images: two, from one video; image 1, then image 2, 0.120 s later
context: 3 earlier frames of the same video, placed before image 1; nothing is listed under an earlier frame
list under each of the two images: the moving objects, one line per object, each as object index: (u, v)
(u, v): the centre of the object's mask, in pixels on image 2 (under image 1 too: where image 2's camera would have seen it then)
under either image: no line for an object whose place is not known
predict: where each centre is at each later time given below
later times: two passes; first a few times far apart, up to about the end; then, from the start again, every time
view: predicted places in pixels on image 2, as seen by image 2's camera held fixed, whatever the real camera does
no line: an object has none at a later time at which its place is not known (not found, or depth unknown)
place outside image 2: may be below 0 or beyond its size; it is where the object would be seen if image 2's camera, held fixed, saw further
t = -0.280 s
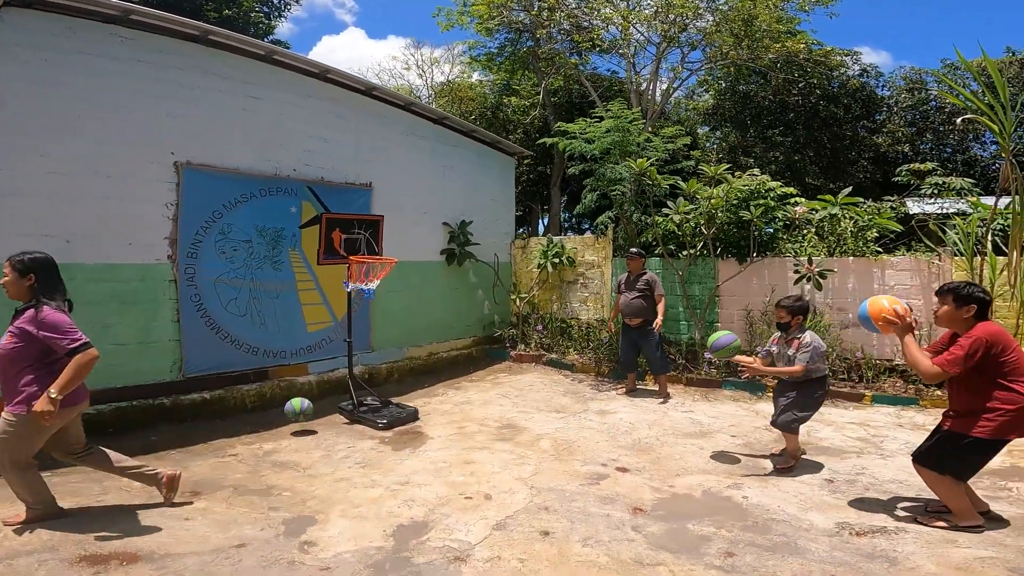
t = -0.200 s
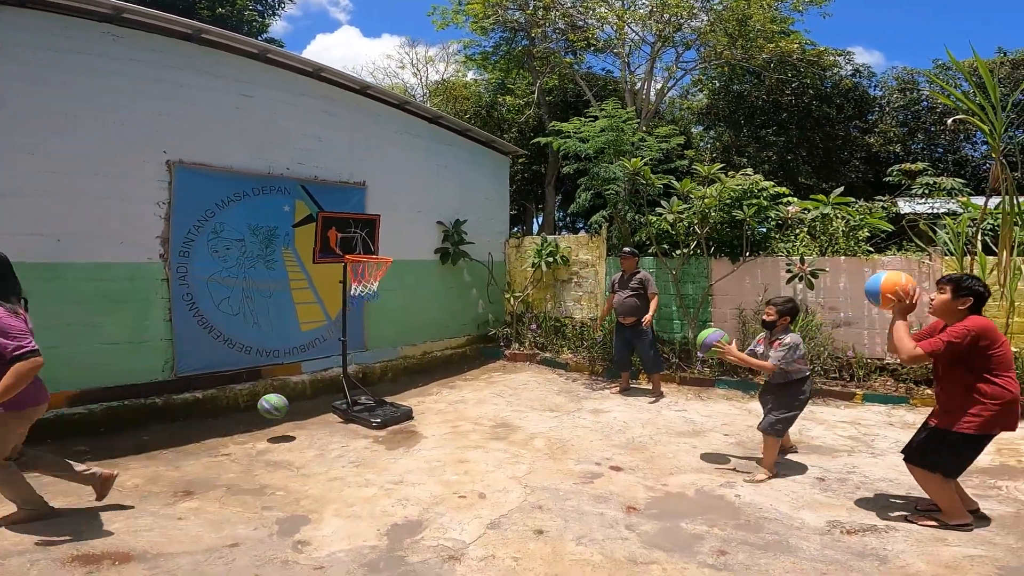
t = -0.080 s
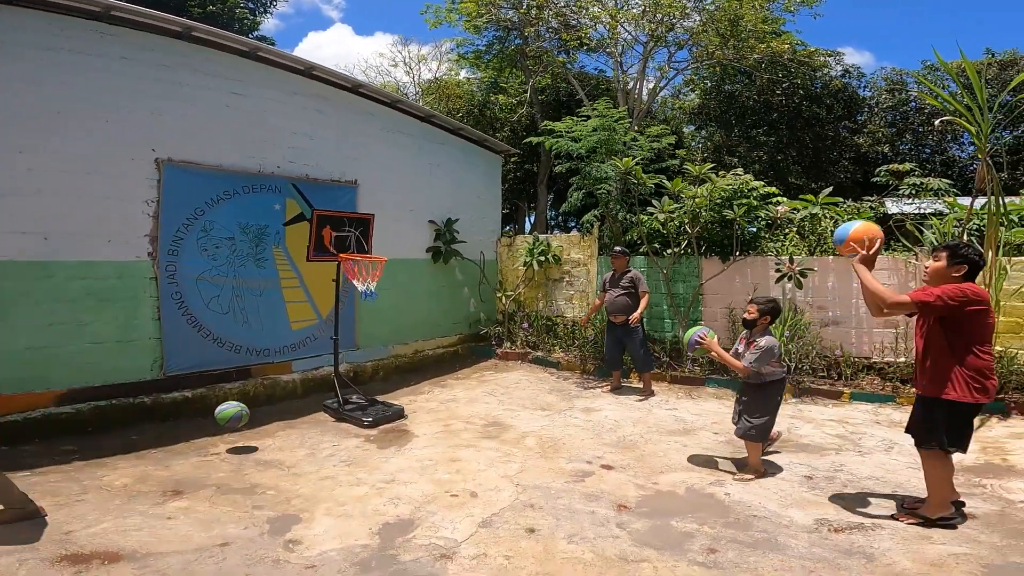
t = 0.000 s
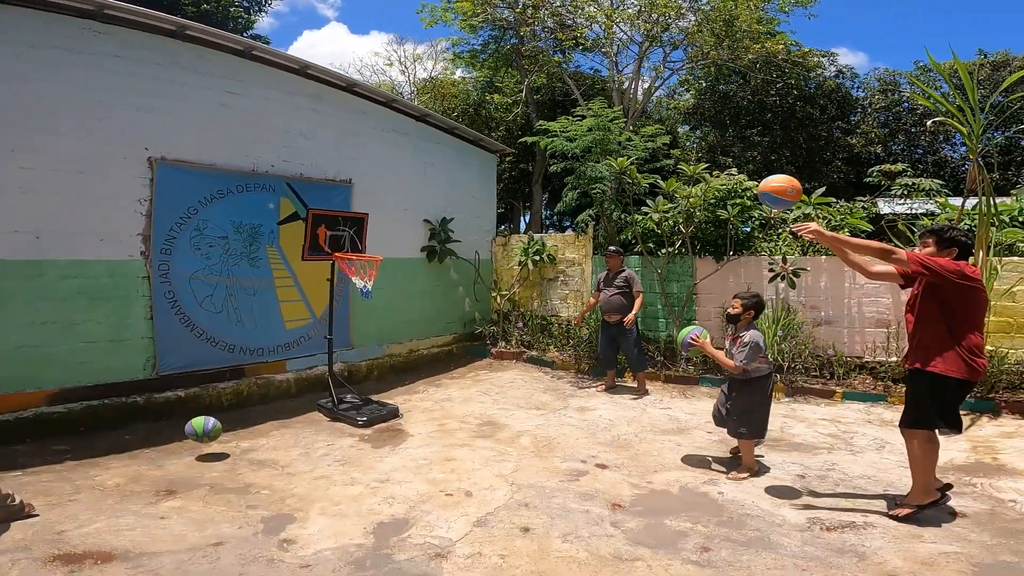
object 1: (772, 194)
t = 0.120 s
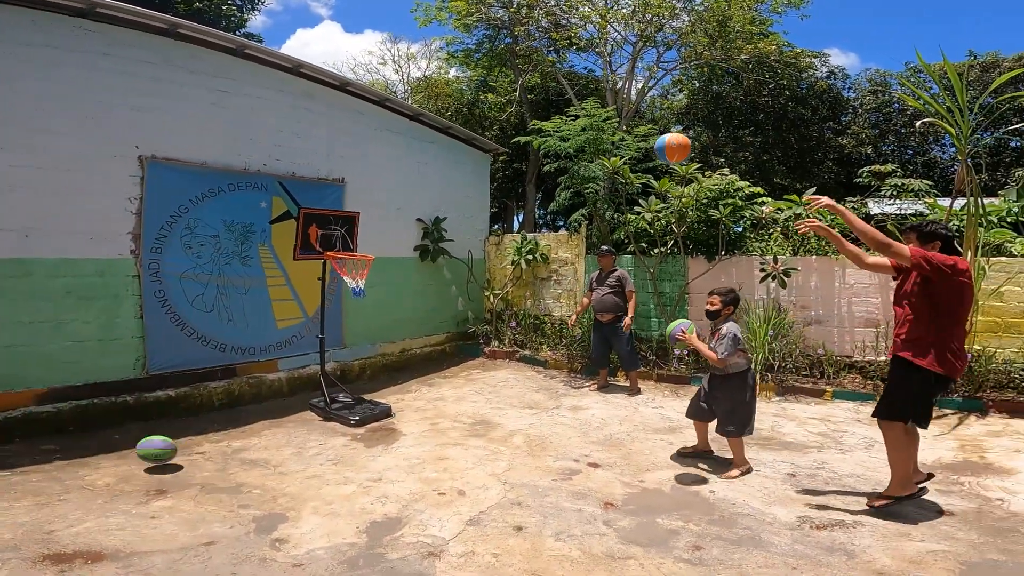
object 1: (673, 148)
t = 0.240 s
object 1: (592, 132)
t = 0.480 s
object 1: (465, 158)
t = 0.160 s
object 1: (644, 140)
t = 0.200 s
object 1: (617, 135)
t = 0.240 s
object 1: (592, 132)
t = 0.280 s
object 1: (568, 131)
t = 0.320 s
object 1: (545, 133)
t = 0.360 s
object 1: (524, 137)
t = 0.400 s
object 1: (503, 143)
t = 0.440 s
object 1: (484, 150)
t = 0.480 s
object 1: (465, 158)
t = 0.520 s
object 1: (446, 168)
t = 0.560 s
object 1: (429, 179)
